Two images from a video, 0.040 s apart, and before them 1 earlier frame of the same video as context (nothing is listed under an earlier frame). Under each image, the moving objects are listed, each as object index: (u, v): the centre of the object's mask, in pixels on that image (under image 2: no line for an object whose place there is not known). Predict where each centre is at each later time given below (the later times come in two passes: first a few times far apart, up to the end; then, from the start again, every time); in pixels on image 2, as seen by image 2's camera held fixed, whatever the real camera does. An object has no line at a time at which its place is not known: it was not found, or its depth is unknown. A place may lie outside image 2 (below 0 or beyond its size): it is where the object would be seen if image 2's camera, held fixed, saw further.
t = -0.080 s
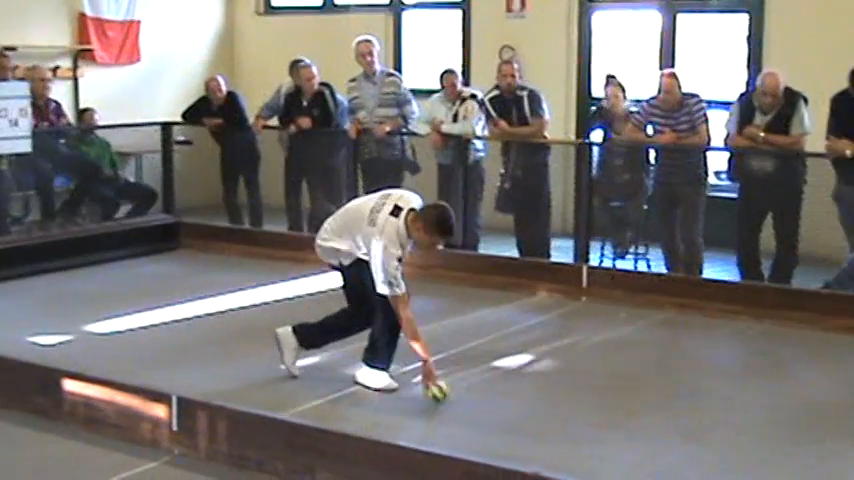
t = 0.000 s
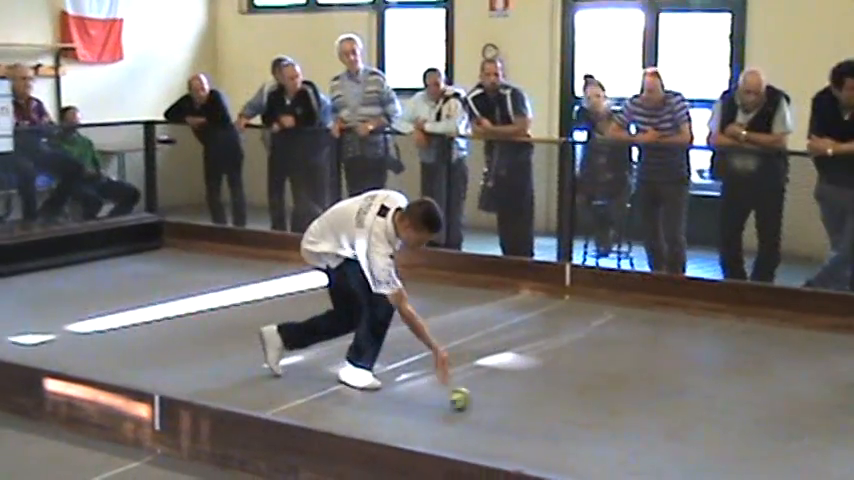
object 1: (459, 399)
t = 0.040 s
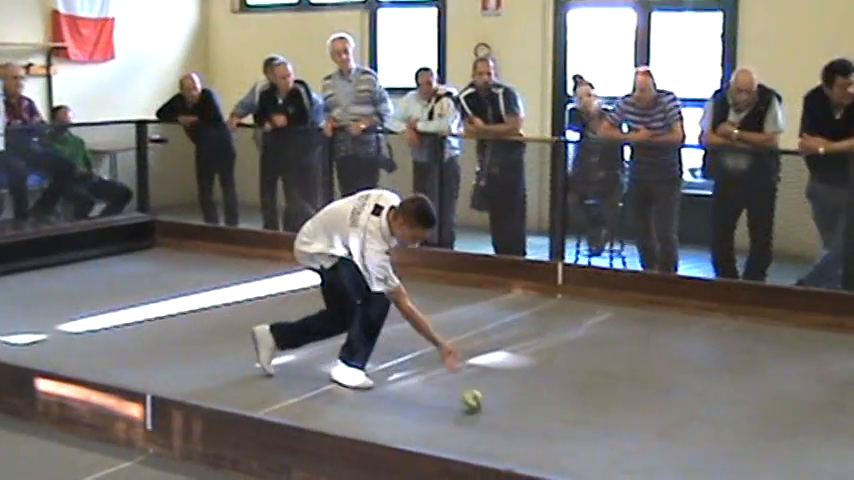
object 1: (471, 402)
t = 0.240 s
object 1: (563, 416)
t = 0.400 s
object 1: (636, 428)
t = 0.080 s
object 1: (491, 405)
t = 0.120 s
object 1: (509, 407)
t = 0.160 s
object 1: (527, 410)
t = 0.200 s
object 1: (544, 413)
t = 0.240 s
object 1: (563, 416)
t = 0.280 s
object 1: (582, 418)
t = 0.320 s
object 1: (599, 421)
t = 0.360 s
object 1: (618, 424)
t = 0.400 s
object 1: (636, 428)
